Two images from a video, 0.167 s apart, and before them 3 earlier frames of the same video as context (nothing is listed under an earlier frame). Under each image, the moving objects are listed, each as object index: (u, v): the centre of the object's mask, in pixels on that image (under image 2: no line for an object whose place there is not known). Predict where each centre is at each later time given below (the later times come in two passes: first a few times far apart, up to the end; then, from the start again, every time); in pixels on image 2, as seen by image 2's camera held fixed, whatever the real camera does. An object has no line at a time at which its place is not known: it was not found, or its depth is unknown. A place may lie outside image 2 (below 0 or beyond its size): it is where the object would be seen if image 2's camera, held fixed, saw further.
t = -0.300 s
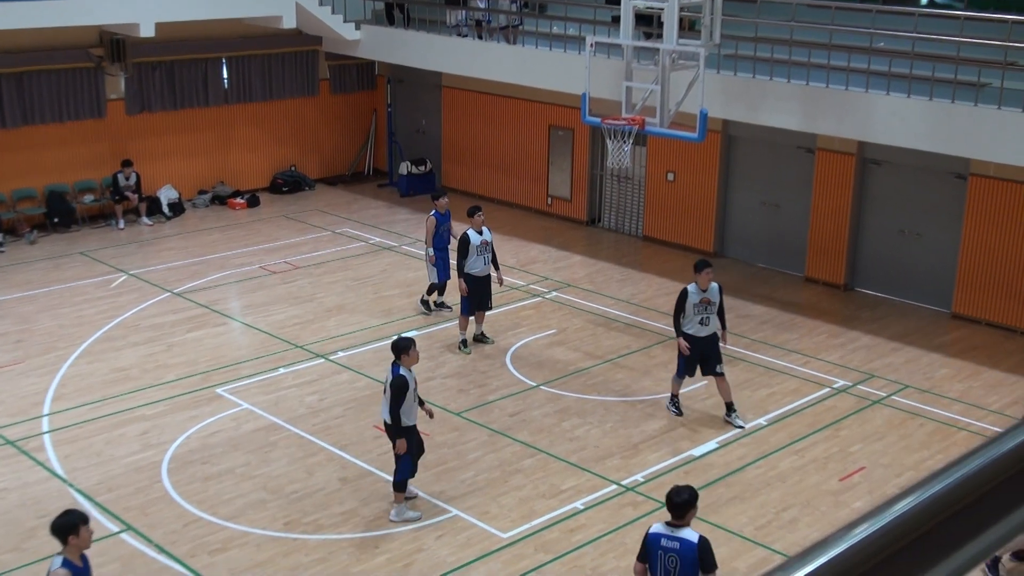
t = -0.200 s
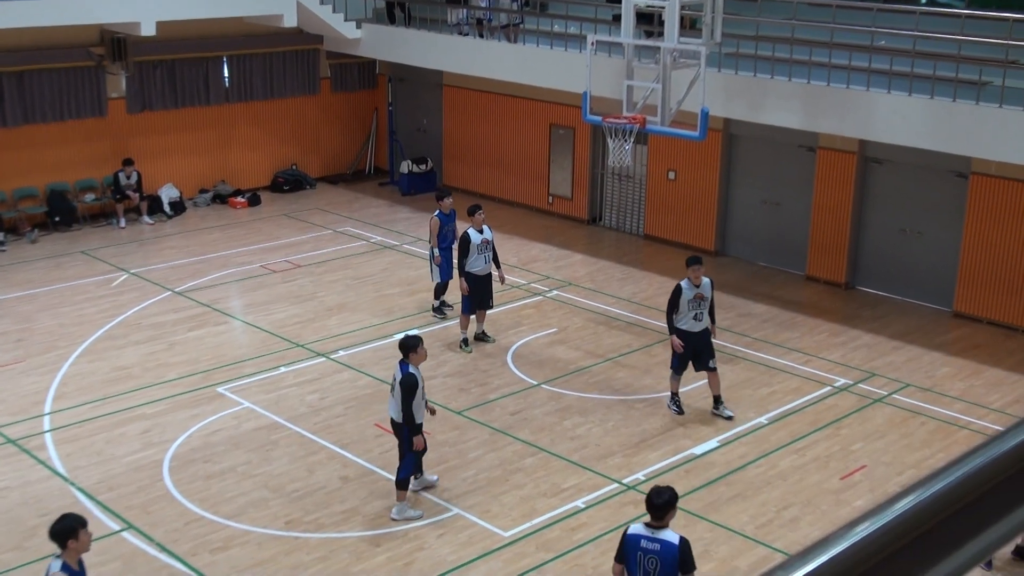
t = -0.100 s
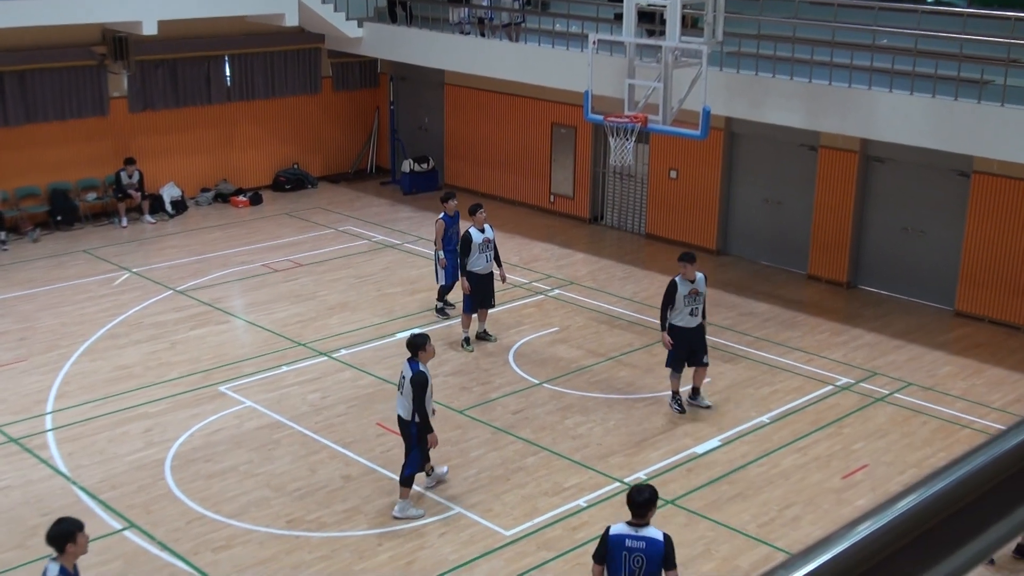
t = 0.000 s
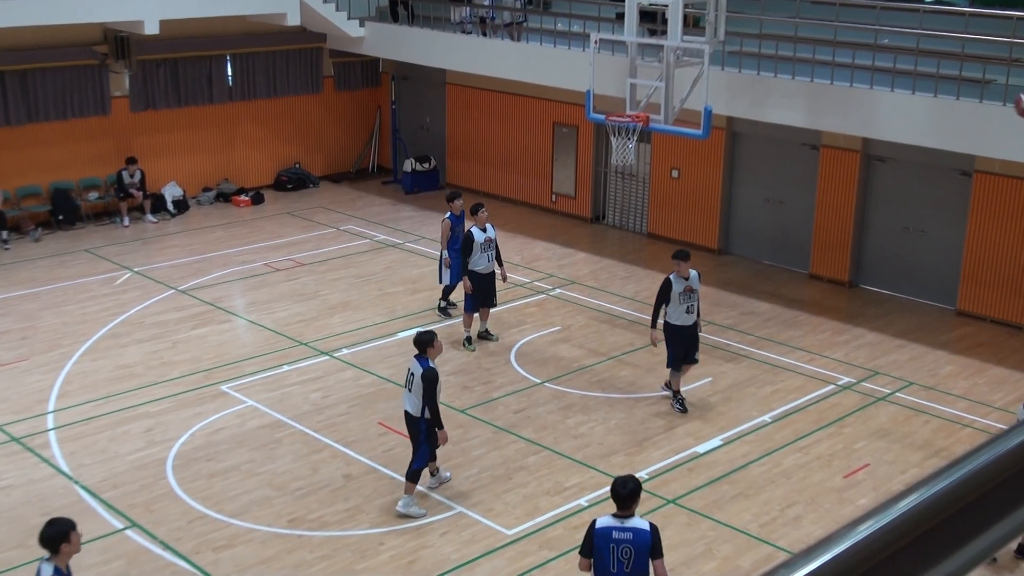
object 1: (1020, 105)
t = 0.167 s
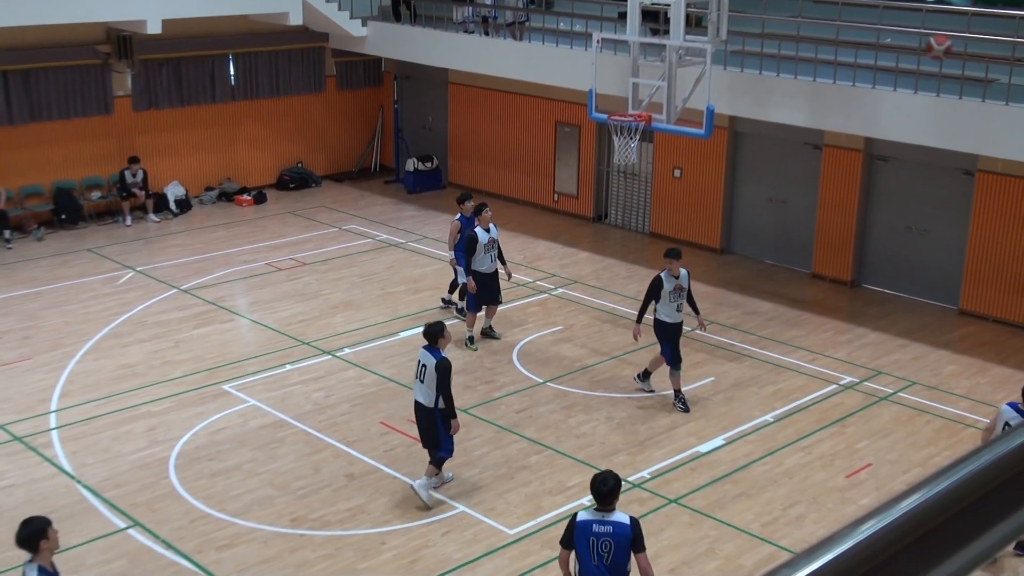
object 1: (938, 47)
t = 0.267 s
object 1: (885, 29)
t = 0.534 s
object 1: (758, 30)
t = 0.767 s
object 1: (660, 81)
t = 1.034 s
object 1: (593, 78)
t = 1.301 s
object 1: (544, 71)
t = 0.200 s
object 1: (920, 39)
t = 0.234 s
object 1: (903, 34)
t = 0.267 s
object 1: (885, 29)
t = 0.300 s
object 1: (869, 25)
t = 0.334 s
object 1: (852, 22)
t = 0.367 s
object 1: (836, 21)
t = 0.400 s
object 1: (820, 21)
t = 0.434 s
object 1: (804, 22)
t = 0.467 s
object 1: (788, 24)
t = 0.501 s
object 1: (772, 26)
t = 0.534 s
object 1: (758, 30)
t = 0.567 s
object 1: (743, 35)
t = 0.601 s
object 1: (728, 41)
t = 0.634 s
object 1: (713, 48)
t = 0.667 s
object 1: (700, 55)
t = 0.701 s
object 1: (686, 62)
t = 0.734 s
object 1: (672, 71)
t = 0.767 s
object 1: (660, 81)
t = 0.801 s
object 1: (647, 91)
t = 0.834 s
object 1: (635, 101)
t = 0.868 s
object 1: (624, 109)
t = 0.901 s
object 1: (618, 102)
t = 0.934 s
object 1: (611, 95)
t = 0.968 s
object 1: (606, 88)
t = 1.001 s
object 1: (599, 83)
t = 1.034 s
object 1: (593, 78)
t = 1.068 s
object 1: (587, 74)
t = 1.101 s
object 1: (581, 71)
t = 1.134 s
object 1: (574, 68)
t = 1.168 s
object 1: (568, 67)
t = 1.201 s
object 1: (562, 67)
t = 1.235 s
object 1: (556, 67)
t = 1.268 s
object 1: (550, 68)
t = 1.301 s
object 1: (544, 71)
